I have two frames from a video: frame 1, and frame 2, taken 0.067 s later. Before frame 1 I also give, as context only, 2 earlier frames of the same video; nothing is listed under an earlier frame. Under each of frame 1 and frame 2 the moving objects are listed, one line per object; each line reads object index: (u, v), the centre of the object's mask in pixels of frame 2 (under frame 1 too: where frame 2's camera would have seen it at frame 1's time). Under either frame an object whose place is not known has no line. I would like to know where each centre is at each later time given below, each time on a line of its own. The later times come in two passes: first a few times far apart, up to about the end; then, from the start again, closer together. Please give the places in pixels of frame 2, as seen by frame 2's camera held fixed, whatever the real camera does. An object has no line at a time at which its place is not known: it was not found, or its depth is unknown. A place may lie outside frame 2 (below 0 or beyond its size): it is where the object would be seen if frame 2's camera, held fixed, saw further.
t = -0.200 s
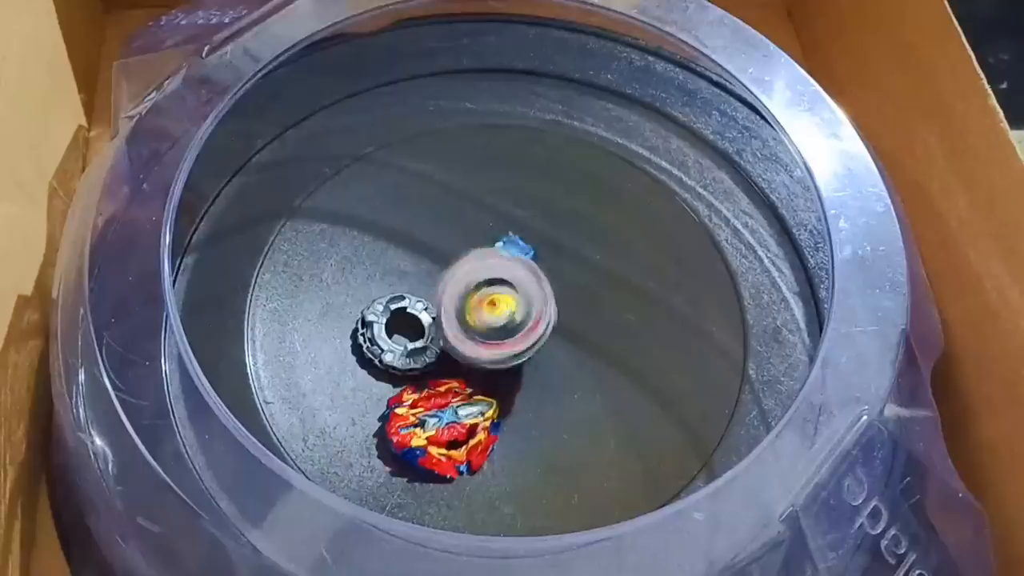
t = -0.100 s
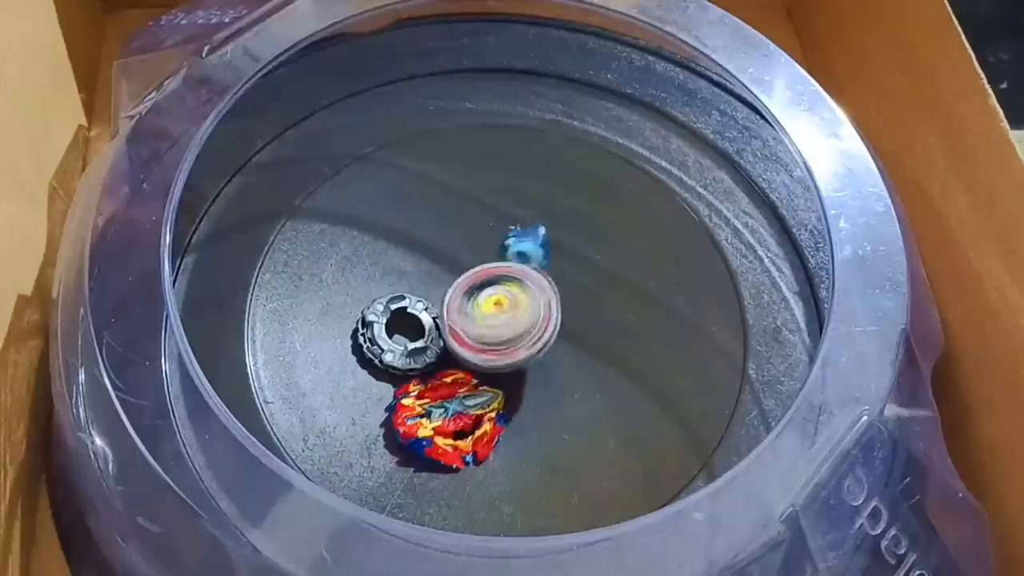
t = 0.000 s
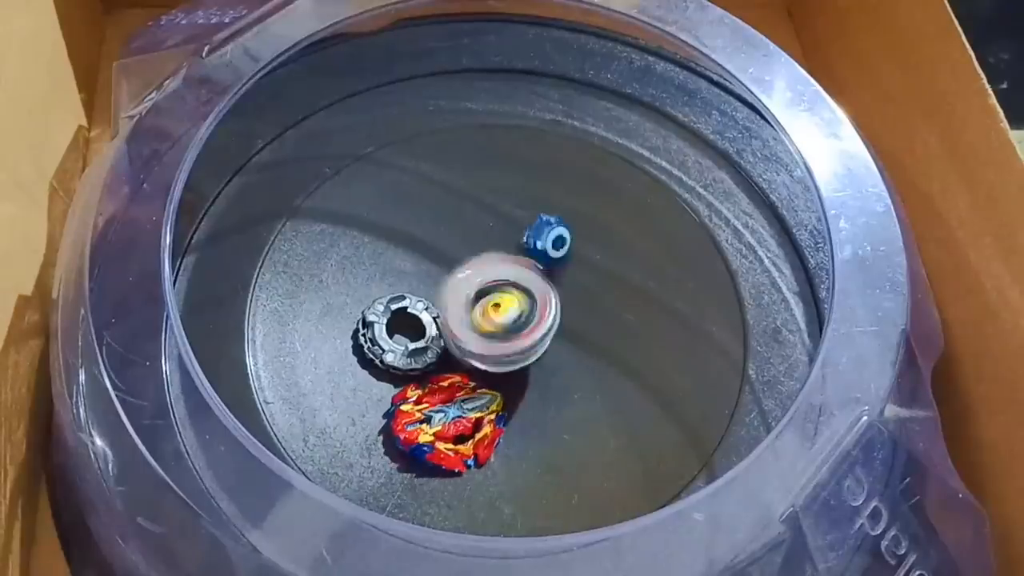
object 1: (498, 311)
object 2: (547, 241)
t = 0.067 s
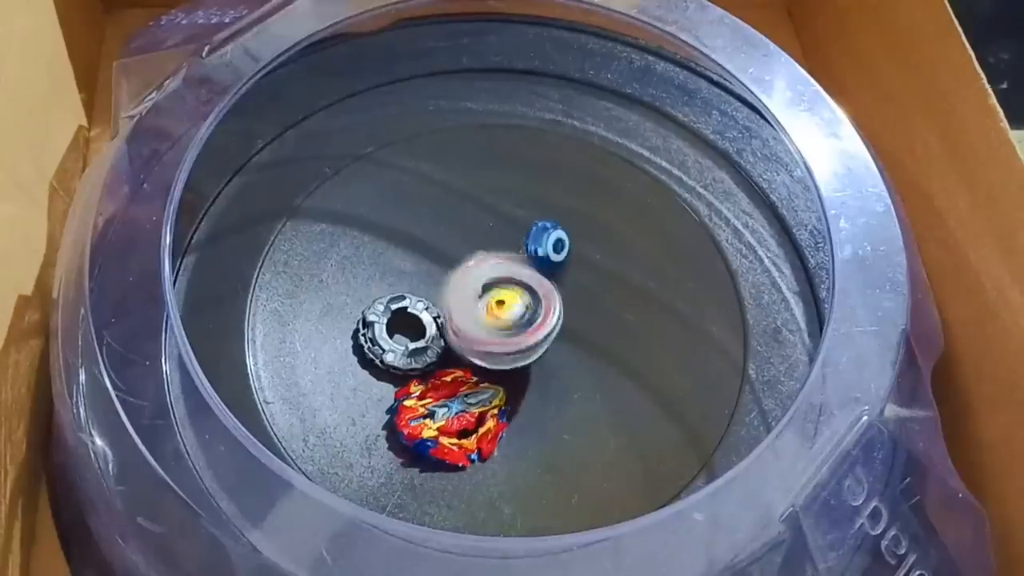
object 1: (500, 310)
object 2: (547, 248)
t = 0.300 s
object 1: (490, 306)
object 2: (565, 230)
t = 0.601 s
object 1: (502, 295)
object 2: (567, 260)
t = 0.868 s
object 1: (518, 311)
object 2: (566, 262)
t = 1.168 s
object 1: (518, 316)
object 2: (560, 268)
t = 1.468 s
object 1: (509, 305)
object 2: (571, 269)
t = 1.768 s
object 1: (497, 293)
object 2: (599, 264)
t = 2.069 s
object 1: (477, 293)
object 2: (555, 269)
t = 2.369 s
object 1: (493, 306)
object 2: (573, 295)
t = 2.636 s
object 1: (489, 296)
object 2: (573, 298)
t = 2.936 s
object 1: (484, 300)
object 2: (563, 324)
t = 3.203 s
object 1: (496, 296)
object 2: (582, 337)
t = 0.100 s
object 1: (506, 310)
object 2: (547, 245)
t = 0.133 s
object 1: (500, 310)
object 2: (545, 253)
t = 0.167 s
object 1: (504, 307)
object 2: (545, 248)
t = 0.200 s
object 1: (498, 309)
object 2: (541, 254)
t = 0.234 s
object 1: (500, 304)
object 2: (547, 247)
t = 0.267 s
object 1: (495, 313)
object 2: (556, 240)
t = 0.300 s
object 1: (490, 306)
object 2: (565, 230)
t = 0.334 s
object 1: (491, 310)
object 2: (571, 231)
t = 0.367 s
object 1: (490, 301)
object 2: (580, 235)
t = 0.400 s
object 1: (495, 300)
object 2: (587, 238)
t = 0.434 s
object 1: (493, 301)
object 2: (590, 241)
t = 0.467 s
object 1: (497, 293)
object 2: (586, 245)
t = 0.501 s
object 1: (499, 299)
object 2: (579, 250)
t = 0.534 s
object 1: (501, 293)
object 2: (571, 257)
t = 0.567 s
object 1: (505, 293)
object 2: (570, 258)
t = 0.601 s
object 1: (502, 295)
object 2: (567, 260)
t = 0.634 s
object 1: (503, 291)
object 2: (568, 261)
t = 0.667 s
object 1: (504, 298)
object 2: (567, 260)
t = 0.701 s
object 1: (505, 297)
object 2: (568, 261)
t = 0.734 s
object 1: (508, 298)
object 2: (568, 261)
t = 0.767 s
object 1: (508, 302)
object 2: (568, 261)
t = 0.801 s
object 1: (510, 301)
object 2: (567, 261)
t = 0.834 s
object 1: (516, 307)
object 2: (567, 261)
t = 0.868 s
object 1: (518, 311)
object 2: (566, 262)
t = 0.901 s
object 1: (518, 311)
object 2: (565, 262)
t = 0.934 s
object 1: (521, 316)
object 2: (563, 263)
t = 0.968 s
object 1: (519, 314)
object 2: (563, 263)
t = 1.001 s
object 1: (524, 317)
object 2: (564, 262)
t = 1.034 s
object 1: (521, 316)
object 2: (564, 263)
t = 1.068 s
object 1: (519, 314)
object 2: (563, 265)
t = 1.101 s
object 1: (524, 320)
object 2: (558, 266)
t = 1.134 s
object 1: (521, 318)
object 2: (560, 265)
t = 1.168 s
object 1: (518, 316)
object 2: (560, 268)
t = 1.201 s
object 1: (520, 322)
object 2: (563, 263)
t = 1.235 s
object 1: (517, 319)
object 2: (571, 261)
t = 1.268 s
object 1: (513, 315)
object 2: (573, 260)
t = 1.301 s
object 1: (515, 317)
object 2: (576, 257)
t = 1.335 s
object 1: (516, 313)
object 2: (576, 258)
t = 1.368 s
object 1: (512, 310)
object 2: (573, 261)
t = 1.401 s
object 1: (513, 311)
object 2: (567, 264)
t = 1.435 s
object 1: (513, 308)
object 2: (572, 266)
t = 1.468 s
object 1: (509, 305)
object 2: (571, 269)
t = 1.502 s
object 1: (509, 306)
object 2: (572, 271)
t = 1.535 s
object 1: (511, 302)
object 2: (573, 275)
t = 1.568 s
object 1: (508, 299)
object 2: (572, 276)
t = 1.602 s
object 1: (506, 302)
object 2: (574, 275)
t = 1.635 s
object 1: (504, 298)
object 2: (580, 272)
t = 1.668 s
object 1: (498, 294)
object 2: (589, 269)
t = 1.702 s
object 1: (499, 296)
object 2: (596, 267)
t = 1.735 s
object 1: (500, 293)
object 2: (598, 265)
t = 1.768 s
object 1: (497, 293)
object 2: (599, 264)
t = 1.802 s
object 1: (498, 296)
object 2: (594, 263)
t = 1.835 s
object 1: (496, 297)
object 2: (586, 264)
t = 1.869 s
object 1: (492, 296)
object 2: (572, 268)
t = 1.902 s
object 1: (493, 297)
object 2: (563, 268)
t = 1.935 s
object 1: (491, 296)
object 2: (554, 265)
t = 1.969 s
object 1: (487, 296)
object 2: (549, 264)
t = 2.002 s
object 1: (488, 296)
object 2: (548, 263)
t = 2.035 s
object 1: (481, 297)
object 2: (553, 265)
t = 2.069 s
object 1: (477, 293)
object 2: (555, 269)
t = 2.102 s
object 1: (483, 296)
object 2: (554, 273)
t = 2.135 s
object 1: (484, 304)
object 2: (553, 275)
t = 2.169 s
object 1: (489, 304)
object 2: (555, 278)
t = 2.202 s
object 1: (488, 303)
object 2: (563, 278)
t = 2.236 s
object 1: (490, 307)
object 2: (571, 282)
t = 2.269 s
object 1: (491, 306)
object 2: (572, 290)
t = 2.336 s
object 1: (491, 305)
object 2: (570, 293)
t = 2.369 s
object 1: (493, 306)
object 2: (573, 295)
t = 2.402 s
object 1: (491, 306)
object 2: (575, 293)
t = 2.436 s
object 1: (492, 306)
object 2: (575, 295)
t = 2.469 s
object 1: (490, 300)
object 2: (571, 295)
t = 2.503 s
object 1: (492, 302)
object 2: (569, 293)
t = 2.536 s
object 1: (489, 298)
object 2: (574, 293)
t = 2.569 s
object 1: (485, 295)
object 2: (579, 294)
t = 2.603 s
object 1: (489, 293)
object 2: (578, 296)
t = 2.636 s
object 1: (489, 296)
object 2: (573, 298)
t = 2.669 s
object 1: (494, 294)
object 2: (577, 297)
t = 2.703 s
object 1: (490, 294)
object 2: (582, 300)
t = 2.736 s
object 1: (490, 298)
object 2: (580, 307)
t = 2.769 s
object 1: (488, 300)
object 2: (576, 312)
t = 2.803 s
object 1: (488, 302)
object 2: (571, 314)
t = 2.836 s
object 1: (484, 301)
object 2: (564, 318)
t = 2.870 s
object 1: (485, 302)
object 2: (562, 321)
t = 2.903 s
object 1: (485, 300)
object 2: (563, 323)
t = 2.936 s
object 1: (484, 300)
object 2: (563, 324)
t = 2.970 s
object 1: (487, 298)
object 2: (563, 324)
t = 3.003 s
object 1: (489, 303)
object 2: (566, 324)
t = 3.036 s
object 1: (488, 298)
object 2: (575, 327)
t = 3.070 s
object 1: (484, 296)
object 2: (585, 333)
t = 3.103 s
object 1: (485, 294)
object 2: (588, 336)
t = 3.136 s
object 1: (488, 298)
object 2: (585, 335)
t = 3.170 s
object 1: (492, 295)
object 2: (579, 336)
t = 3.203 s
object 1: (496, 296)
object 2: (582, 337)
